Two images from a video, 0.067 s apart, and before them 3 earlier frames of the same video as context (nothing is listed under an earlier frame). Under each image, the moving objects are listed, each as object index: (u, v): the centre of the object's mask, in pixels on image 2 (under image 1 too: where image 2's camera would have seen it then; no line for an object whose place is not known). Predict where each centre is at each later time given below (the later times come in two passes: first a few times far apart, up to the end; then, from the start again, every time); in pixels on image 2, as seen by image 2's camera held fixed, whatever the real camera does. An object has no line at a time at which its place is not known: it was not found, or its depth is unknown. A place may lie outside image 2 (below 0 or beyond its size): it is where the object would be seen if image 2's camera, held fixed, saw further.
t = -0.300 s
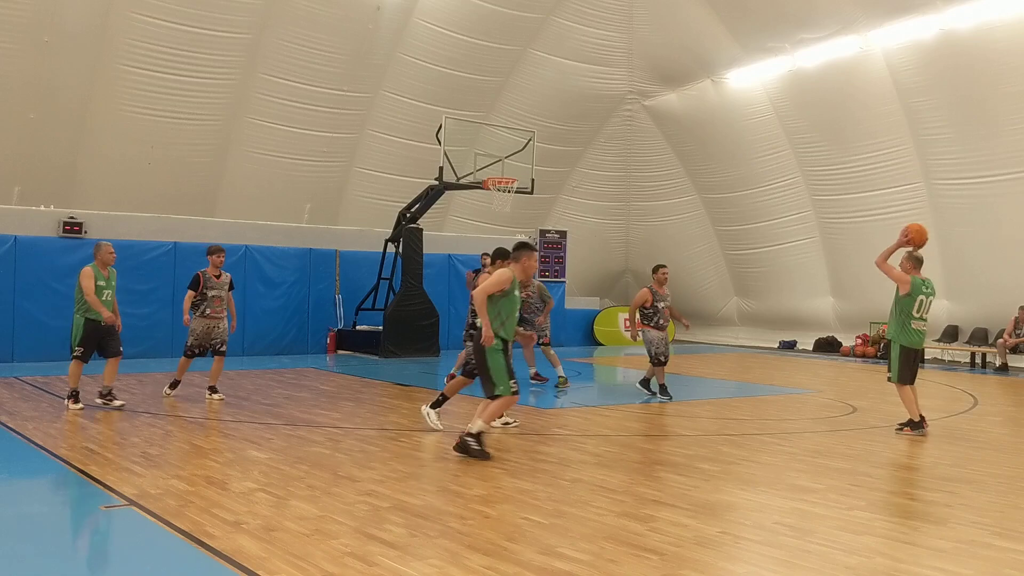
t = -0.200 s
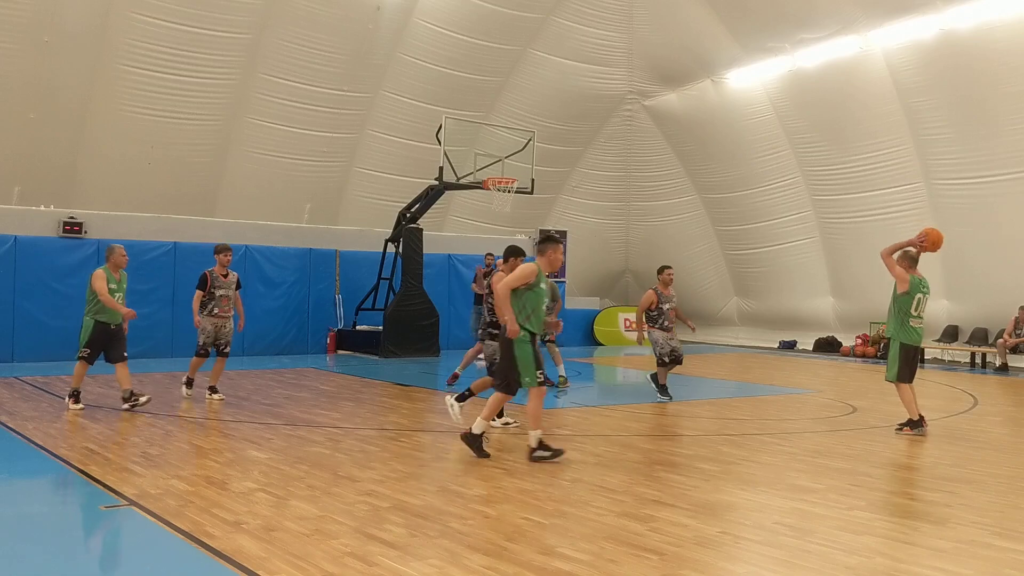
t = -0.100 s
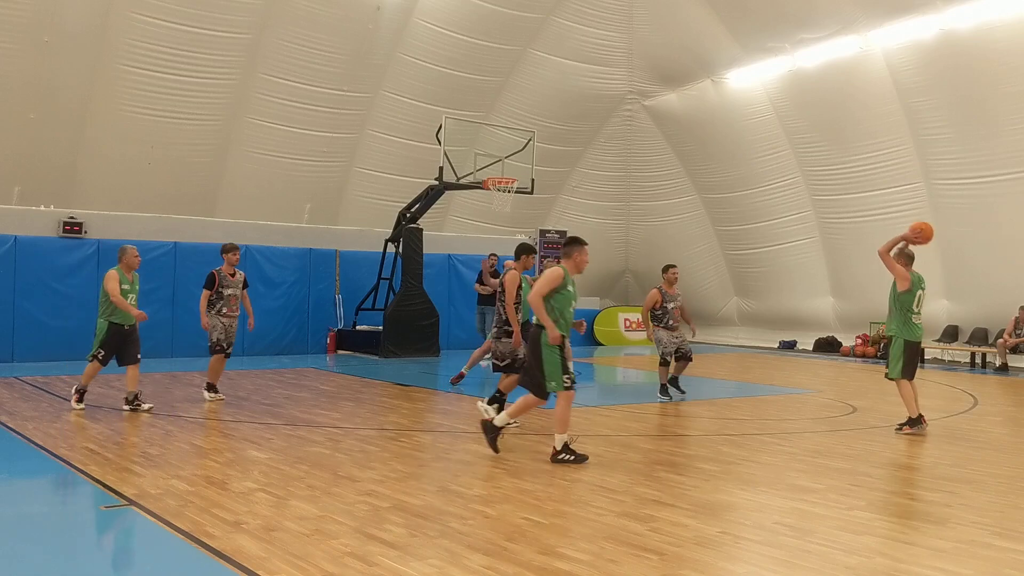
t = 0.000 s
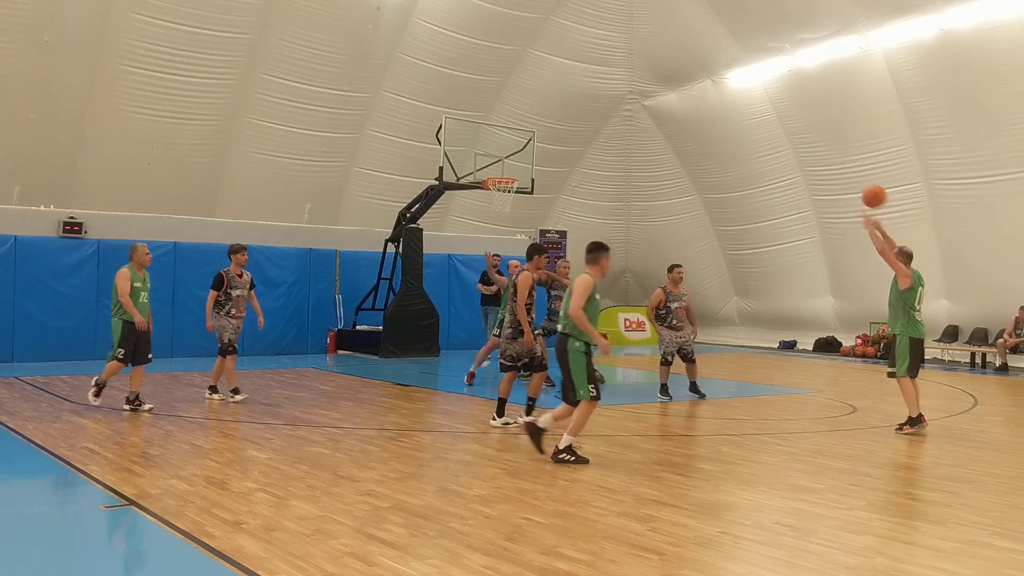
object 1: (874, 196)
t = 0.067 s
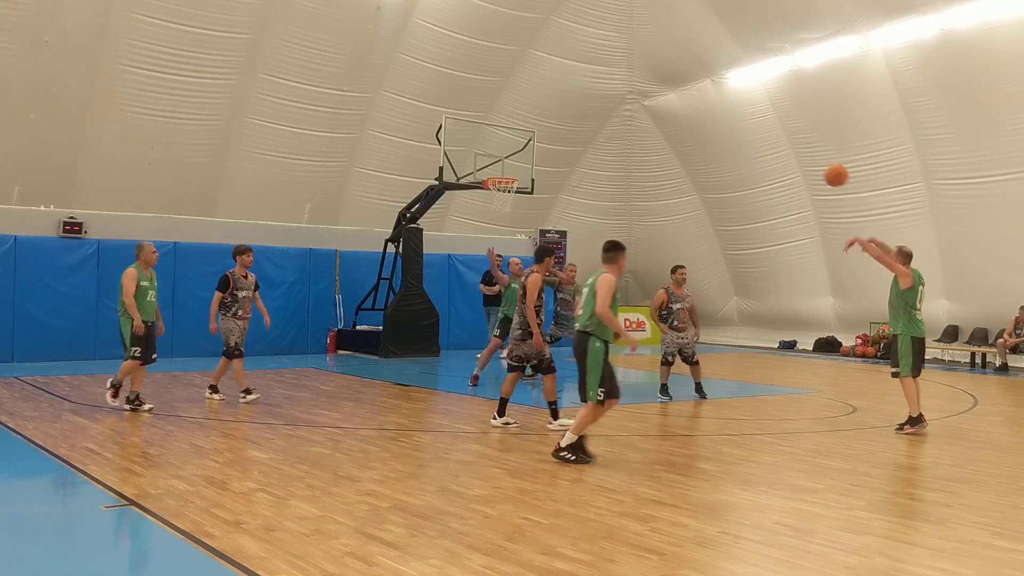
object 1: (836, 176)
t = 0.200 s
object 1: (764, 147)
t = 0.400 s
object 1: (667, 139)
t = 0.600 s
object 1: (582, 163)
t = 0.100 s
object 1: (817, 166)
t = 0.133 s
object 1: (799, 159)
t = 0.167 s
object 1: (781, 153)
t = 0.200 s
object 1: (764, 147)
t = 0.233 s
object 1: (747, 144)
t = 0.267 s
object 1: (730, 141)
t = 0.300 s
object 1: (714, 139)
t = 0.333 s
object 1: (698, 138)
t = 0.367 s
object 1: (682, 138)
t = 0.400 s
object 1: (667, 139)
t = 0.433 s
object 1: (652, 141)
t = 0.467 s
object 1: (637, 144)
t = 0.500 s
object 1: (623, 147)
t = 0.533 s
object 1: (609, 152)
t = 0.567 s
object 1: (595, 157)
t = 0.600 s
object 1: (582, 163)
